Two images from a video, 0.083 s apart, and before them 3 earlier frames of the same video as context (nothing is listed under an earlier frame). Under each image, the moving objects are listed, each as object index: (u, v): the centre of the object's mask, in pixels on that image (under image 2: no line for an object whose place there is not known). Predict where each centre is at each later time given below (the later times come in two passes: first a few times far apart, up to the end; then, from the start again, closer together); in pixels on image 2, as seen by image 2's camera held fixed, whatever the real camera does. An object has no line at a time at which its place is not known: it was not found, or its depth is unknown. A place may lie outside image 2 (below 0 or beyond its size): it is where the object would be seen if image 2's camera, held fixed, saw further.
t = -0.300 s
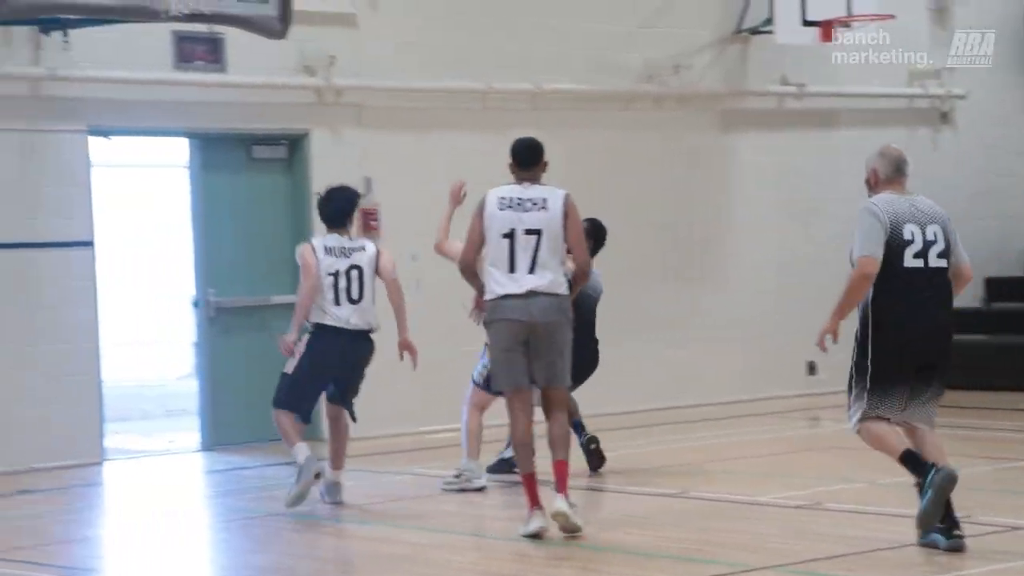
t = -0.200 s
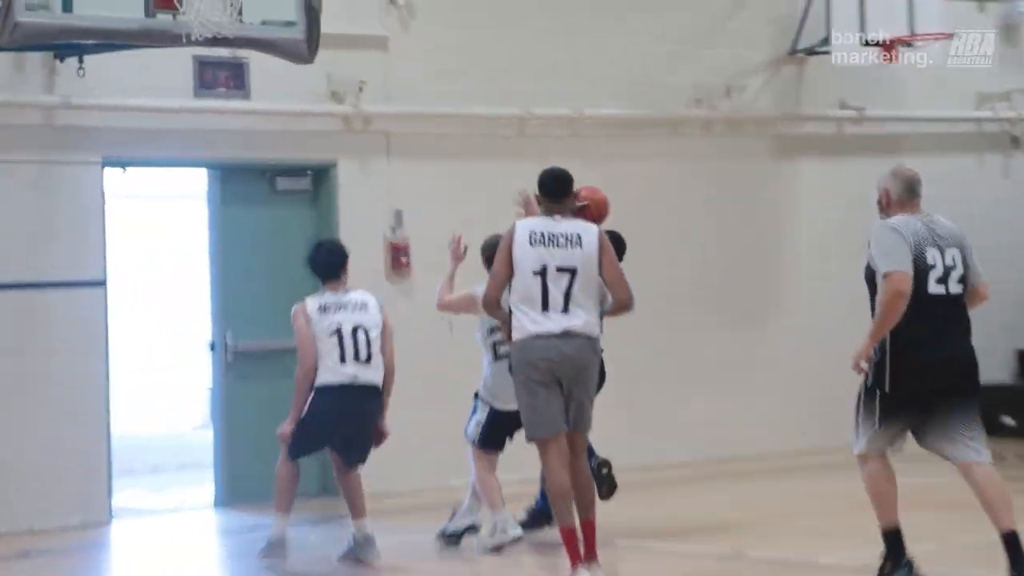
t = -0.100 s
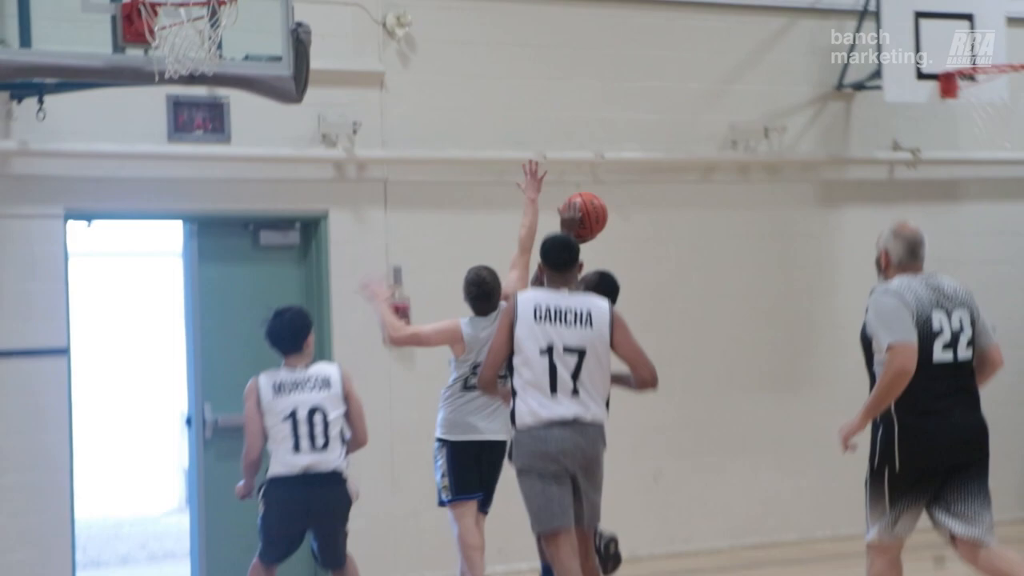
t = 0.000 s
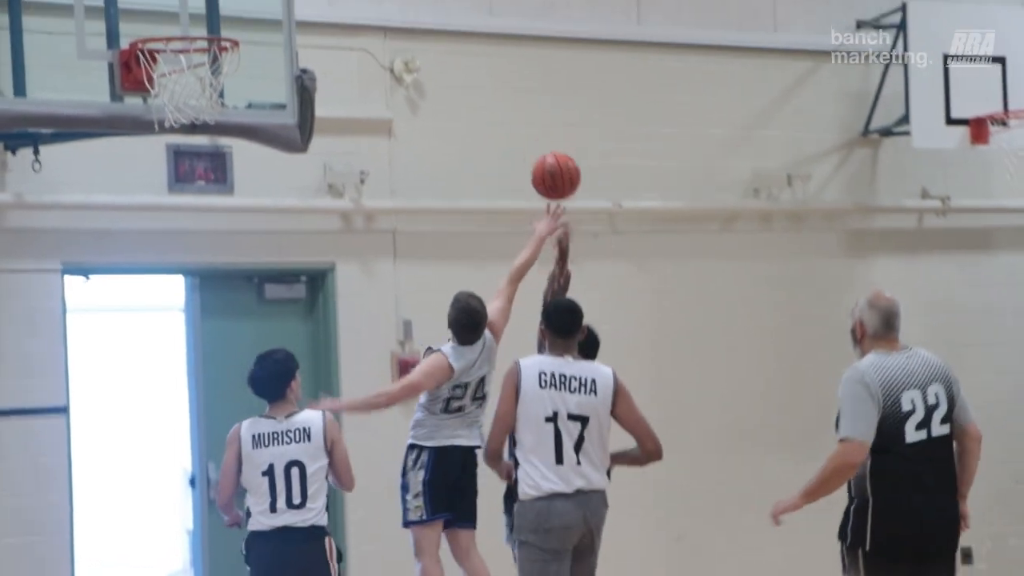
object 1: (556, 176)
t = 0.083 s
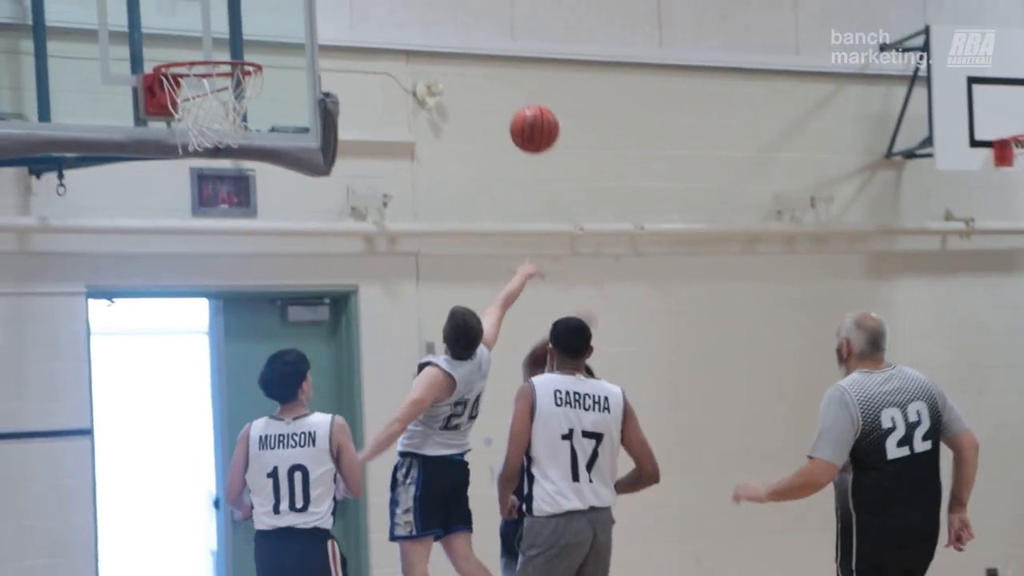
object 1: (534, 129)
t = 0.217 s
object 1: (463, 46)
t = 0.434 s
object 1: (348, -15)
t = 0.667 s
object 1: (226, 27)
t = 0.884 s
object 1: (176, 3)
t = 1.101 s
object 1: (177, 34)
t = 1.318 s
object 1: (231, 74)
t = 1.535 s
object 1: (216, 161)
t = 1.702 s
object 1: (208, 288)
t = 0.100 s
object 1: (525, 116)
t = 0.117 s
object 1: (517, 105)
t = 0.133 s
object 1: (508, 93)
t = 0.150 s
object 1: (499, 83)
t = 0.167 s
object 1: (490, 73)
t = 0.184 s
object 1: (481, 64)
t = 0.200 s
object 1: (472, 55)
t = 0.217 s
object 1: (463, 46)
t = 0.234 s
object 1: (454, 38)
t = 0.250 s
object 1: (445, 31)
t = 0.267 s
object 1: (436, 24)
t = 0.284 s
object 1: (427, 18)
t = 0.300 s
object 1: (419, 12)
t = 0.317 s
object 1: (410, 7)
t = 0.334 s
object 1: (401, 2)
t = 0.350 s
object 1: (392, -2)
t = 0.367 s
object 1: (383, -6)
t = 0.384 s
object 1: (374, -9)
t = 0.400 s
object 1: (365, -12)
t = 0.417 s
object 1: (356, -14)
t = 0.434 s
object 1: (348, -15)
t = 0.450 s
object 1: (339, -16)
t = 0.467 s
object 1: (330, -16)
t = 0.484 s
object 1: (322, -15)
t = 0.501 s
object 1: (313, -15)
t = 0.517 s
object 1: (304, -13)
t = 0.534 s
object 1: (295, -11)
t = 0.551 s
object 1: (287, -8)
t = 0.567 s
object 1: (278, -5)
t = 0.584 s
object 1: (269, -1)
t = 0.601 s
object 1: (261, 3)
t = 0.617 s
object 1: (252, 8)
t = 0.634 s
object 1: (243, 14)
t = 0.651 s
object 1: (234, 20)
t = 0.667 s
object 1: (226, 27)
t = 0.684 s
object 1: (218, 34)
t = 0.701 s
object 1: (209, 40)
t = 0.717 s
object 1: (201, 44)
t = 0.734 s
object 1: (196, 41)
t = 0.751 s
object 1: (191, 36)
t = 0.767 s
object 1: (186, 30)
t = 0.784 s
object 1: (181, 23)
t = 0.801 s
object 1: (178, 19)
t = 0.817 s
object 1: (177, 15)
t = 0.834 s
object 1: (177, 11)
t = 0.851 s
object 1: (177, 8)
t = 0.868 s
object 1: (177, 6)
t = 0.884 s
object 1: (176, 3)
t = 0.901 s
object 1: (176, 2)
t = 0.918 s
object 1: (176, 2)
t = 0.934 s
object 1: (176, 2)
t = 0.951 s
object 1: (176, 2)
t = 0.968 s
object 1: (176, 3)
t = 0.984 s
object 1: (176, 5)
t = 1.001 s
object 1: (176, 7)
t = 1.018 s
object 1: (176, 10)
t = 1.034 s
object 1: (176, 14)
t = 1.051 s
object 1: (176, 18)
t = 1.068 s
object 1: (176, 22)
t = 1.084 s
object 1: (177, 28)
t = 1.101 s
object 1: (177, 34)
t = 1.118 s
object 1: (177, 40)
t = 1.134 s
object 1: (177, 44)
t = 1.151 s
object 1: (179, 52)
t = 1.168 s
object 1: (183, 53)
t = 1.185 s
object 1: (188, 53)
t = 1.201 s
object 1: (193, 54)
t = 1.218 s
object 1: (199, 55)
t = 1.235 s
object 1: (205, 56)
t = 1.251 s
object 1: (210, 59)
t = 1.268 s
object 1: (214, 62)
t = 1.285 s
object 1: (220, 65)
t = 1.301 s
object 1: (226, 69)
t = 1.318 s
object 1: (231, 74)
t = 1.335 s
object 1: (232, 77)
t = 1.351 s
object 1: (231, 82)
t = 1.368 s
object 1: (229, 88)
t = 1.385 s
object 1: (228, 93)
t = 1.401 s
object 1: (226, 98)
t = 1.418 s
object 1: (225, 106)
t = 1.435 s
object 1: (224, 112)
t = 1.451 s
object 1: (222, 119)
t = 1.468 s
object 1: (221, 125)
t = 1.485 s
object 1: (220, 134)
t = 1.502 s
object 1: (218, 143)
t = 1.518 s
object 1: (218, 152)
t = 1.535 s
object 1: (216, 161)
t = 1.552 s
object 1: (216, 171)
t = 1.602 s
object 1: (212, 205)
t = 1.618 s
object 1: (211, 217)
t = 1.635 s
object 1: (210, 231)
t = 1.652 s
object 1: (209, 245)
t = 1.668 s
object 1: (208, 259)
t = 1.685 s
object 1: (208, 273)
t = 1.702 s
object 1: (208, 288)
